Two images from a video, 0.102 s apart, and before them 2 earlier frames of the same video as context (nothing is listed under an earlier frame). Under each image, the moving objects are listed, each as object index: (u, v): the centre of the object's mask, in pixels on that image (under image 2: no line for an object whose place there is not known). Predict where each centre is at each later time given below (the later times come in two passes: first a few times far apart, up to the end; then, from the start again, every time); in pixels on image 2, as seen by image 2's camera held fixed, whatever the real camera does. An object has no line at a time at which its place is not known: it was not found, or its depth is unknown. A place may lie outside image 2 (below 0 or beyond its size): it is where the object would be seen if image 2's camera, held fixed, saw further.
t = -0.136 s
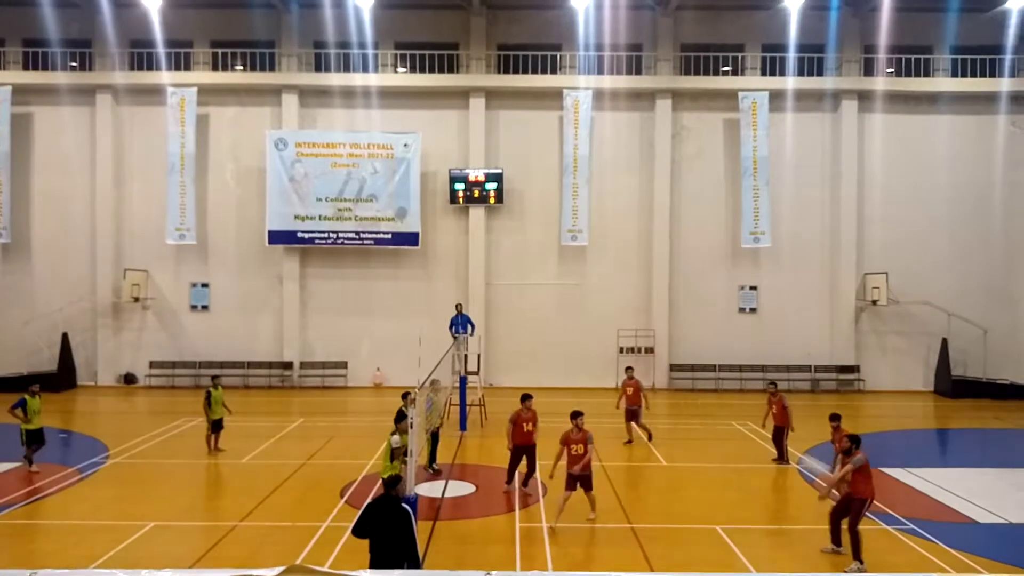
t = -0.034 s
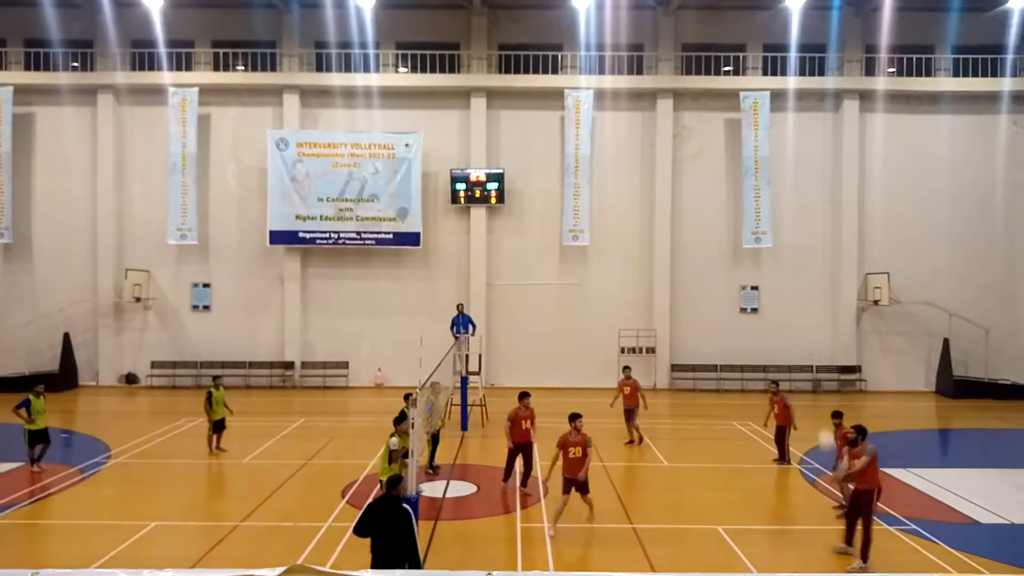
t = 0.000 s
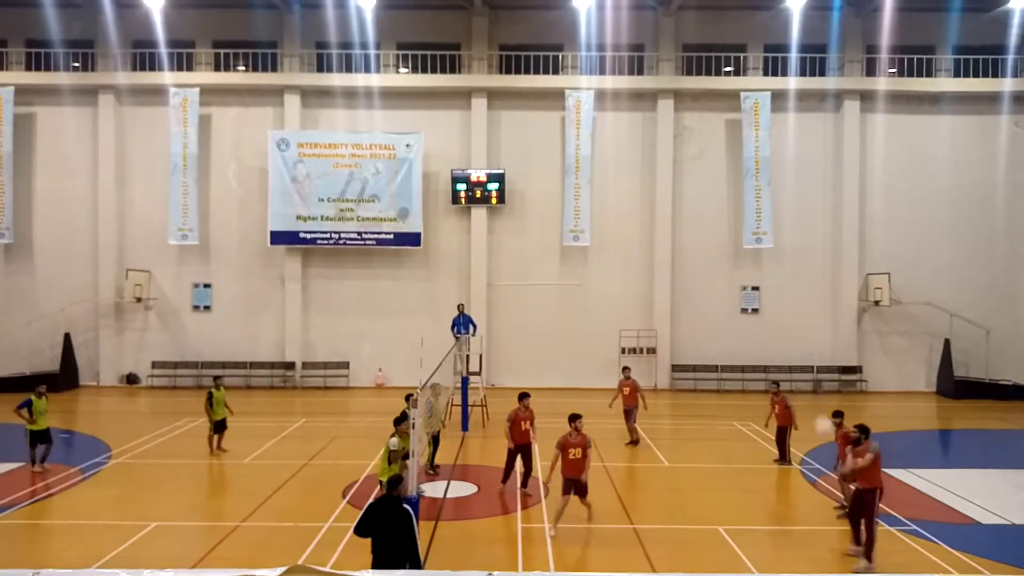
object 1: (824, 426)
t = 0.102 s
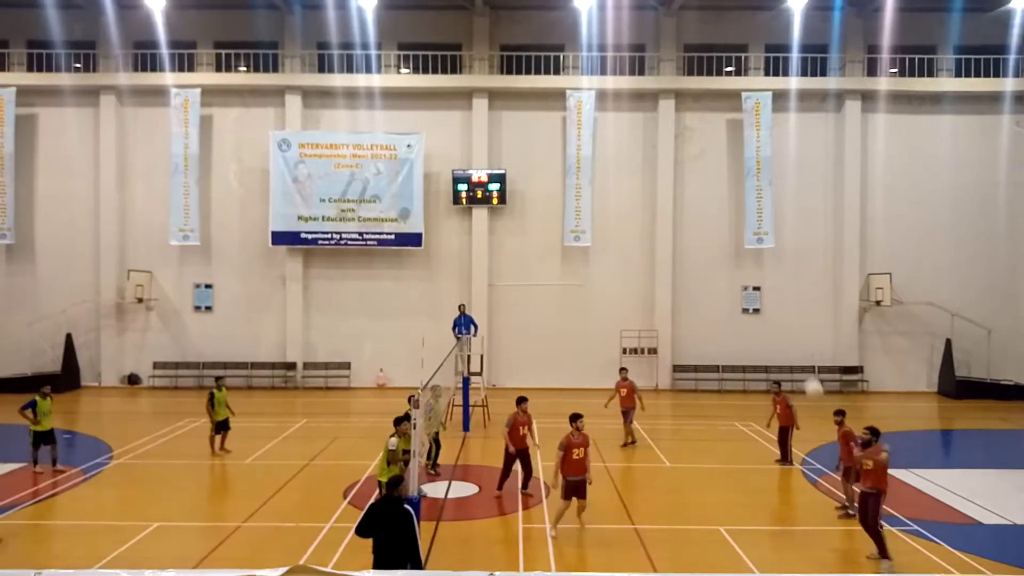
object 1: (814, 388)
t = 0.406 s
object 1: (775, 313)
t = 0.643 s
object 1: (740, 305)
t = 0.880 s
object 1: (699, 353)
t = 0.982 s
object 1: (680, 393)
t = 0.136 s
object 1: (810, 378)
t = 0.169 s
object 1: (806, 365)
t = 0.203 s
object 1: (802, 355)
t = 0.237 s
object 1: (798, 346)
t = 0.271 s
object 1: (793, 338)
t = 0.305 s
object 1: (788, 330)
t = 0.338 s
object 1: (783, 324)
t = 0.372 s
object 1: (779, 318)
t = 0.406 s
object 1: (775, 313)
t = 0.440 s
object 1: (770, 309)
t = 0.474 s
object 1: (765, 306)
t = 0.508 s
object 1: (759, 304)
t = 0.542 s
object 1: (755, 303)
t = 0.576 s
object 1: (750, 302)
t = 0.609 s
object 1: (745, 303)
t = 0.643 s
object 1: (740, 305)
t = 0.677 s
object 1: (734, 308)
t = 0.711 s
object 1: (729, 312)
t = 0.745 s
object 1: (723, 318)
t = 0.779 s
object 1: (717, 325)
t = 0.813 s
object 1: (712, 333)
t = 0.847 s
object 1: (705, 342)
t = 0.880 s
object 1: (699, 353)
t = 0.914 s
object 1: (693, 363)
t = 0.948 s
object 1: (686, 379)
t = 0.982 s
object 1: (680, 393)
